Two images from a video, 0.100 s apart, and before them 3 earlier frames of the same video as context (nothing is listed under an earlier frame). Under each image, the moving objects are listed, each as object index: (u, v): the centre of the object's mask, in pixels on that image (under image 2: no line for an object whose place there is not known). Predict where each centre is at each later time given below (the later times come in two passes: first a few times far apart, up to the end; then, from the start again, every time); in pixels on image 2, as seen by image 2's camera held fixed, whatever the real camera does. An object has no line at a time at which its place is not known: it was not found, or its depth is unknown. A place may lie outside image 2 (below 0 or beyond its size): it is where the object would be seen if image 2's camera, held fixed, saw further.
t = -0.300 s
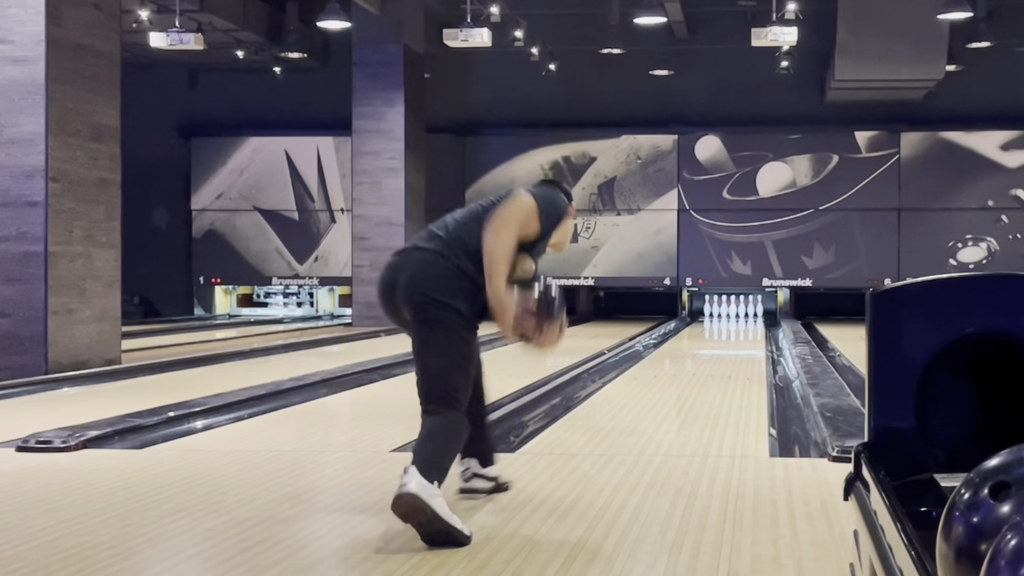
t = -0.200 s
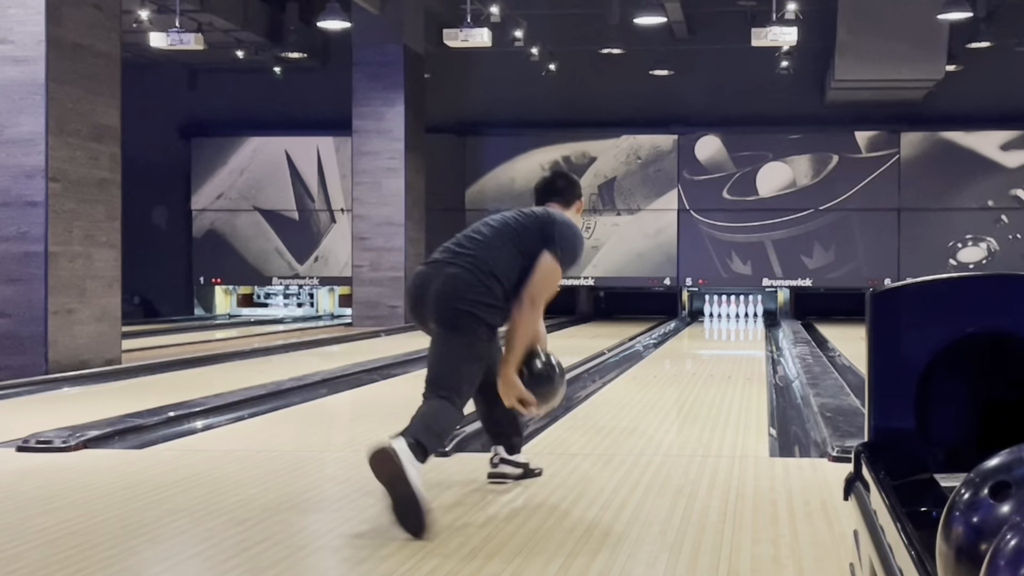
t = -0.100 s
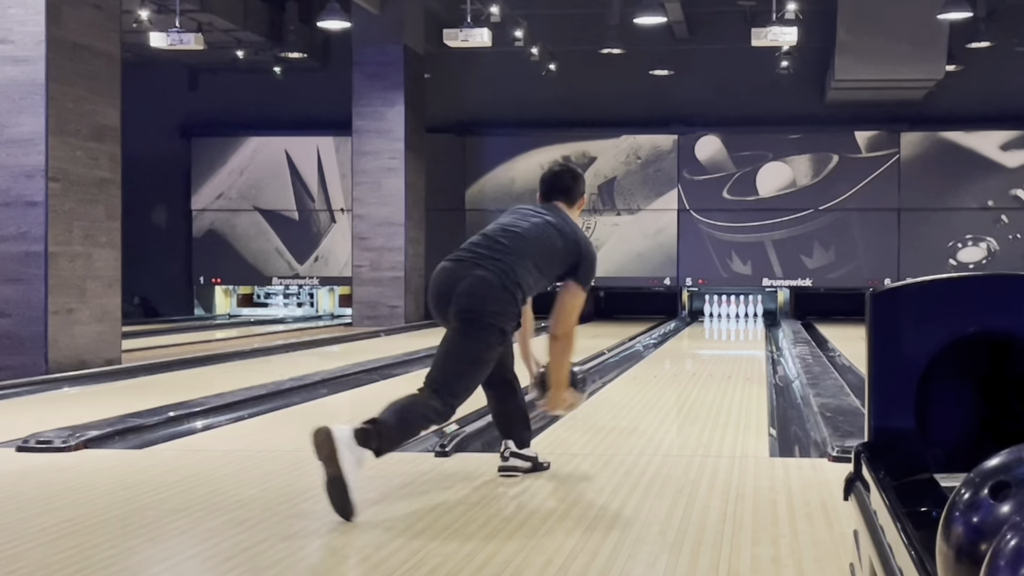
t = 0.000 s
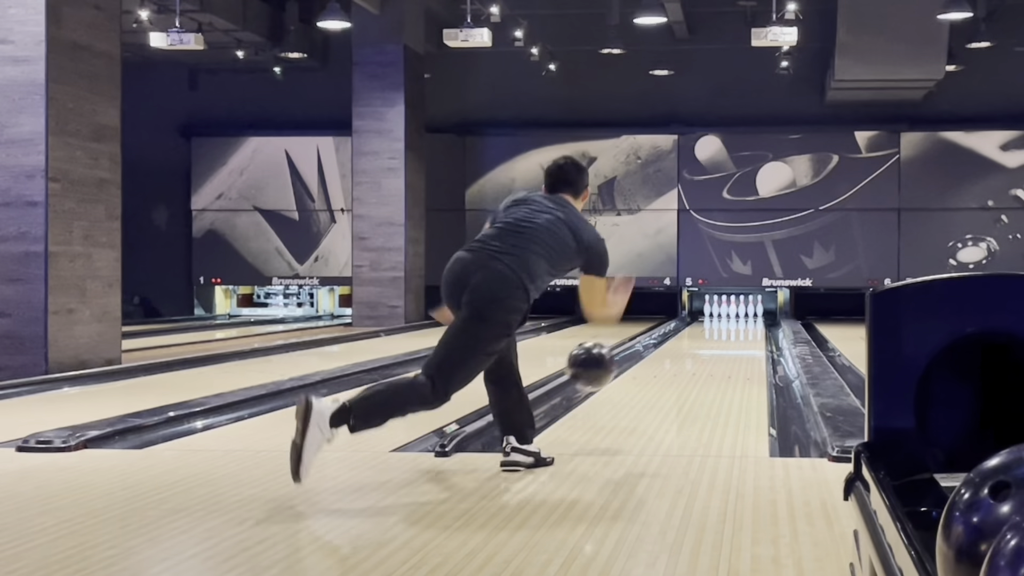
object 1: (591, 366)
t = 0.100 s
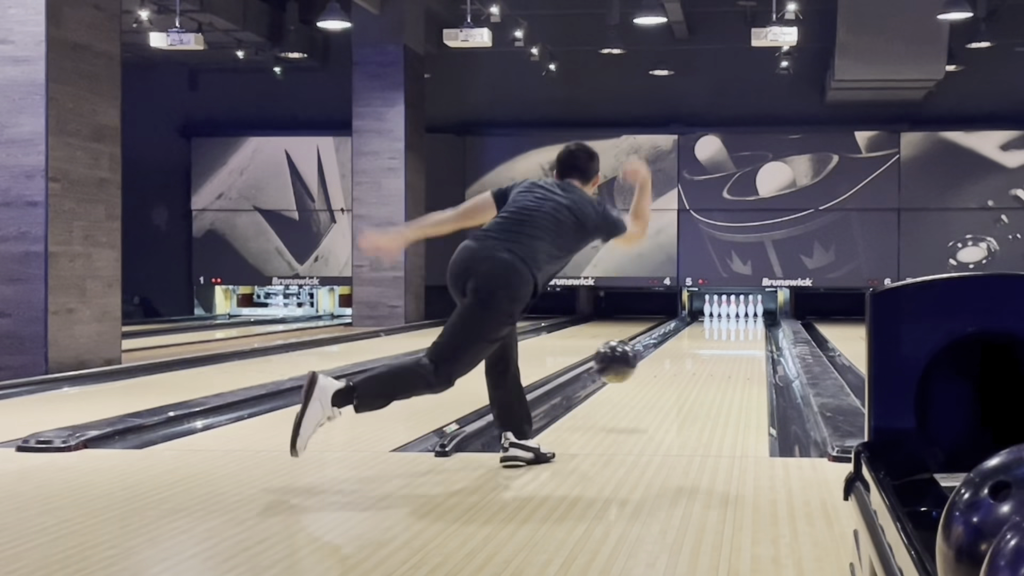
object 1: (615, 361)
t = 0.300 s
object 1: (652, 381)
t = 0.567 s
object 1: (685, 364)
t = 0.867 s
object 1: (709, 349)
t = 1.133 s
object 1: (723, 339)
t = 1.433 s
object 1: (734, 331)
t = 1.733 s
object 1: (742, 325)
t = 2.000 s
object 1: (746, 320)
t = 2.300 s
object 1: (747, 316)
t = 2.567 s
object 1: (741, 314)
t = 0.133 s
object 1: (622, 365)
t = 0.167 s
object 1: (629, 369)
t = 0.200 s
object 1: (635, 375)
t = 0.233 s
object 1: (642, 385)
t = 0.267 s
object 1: (647, 386)
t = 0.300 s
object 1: (652, 381)
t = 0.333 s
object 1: (658, 380)
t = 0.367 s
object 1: (662, 377)
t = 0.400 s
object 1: (667, 375)
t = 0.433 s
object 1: (671, 372)
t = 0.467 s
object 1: (675, 370)
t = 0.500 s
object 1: (679, 368)
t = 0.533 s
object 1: (682, 365)
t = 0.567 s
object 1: (685, 364)
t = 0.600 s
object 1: (689, 362)
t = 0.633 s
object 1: (692, 360)
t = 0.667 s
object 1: (695, 358)
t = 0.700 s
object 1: (697, 356)
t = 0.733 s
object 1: (700, 355)
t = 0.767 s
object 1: (702, 353)
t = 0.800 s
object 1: (705, 352)
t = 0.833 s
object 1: (707, 351)
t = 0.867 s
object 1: (709, 349)
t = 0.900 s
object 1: (711, 348)
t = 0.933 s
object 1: (713, 346)
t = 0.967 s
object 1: (715, 345)
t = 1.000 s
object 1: (717, 344)
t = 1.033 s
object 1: (718, 342)
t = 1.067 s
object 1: (720, 341)
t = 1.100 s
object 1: (722, 340)
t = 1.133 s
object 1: (723, 339)
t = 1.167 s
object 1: (725, 338)
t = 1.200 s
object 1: (726, 337)
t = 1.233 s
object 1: (727, 336)
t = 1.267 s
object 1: (729, 336)
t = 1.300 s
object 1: (730, 334)
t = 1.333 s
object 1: (731, 334)
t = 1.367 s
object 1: (732, 333)
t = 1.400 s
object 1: (733, 332)
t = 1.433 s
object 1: (734, 331)
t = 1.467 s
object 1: (735, 330)
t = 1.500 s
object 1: (736, 329)
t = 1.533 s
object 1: (737, 328)
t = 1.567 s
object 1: (738, 328)
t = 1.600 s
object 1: (739, 328)
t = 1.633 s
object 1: (740, 327)
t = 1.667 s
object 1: (740, 326)
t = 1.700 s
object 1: (741, 326)
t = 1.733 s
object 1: (742, 325)
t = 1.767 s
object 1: (743, 325)
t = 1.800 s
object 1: (743, 324)
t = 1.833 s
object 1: (744, 323)
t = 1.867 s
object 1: (744, 322)
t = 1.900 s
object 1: (745, 322)
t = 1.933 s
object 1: (746, 321)
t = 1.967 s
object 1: (746, 321)
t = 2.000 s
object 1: (746, 320)
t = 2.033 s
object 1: (747, 320)
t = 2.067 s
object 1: (747, 319)
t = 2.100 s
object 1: (747, 319)
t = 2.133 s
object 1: (748, 318)
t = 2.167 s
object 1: (748, 318)
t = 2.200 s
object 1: (748, 317)
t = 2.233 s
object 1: (748, 317)
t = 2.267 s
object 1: (747, 317)
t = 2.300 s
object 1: (747, 316)
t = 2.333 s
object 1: (746, 316)
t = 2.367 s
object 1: (746, 316)
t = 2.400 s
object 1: (745, 315)
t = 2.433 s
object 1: (745, 315)
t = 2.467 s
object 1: (744, 315)
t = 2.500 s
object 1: (743, 314)
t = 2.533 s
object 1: (742, 314)
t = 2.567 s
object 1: (741, 314)
